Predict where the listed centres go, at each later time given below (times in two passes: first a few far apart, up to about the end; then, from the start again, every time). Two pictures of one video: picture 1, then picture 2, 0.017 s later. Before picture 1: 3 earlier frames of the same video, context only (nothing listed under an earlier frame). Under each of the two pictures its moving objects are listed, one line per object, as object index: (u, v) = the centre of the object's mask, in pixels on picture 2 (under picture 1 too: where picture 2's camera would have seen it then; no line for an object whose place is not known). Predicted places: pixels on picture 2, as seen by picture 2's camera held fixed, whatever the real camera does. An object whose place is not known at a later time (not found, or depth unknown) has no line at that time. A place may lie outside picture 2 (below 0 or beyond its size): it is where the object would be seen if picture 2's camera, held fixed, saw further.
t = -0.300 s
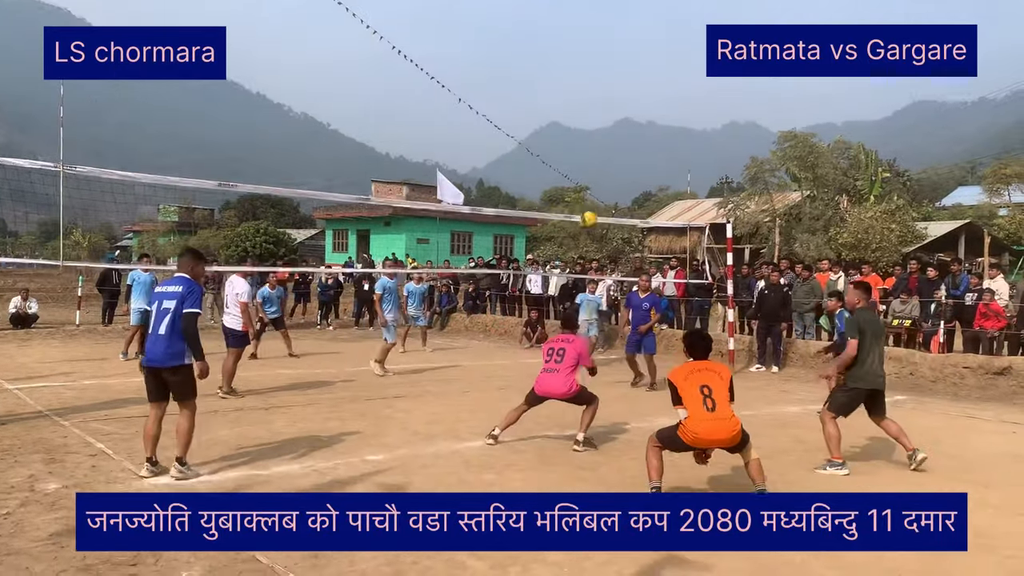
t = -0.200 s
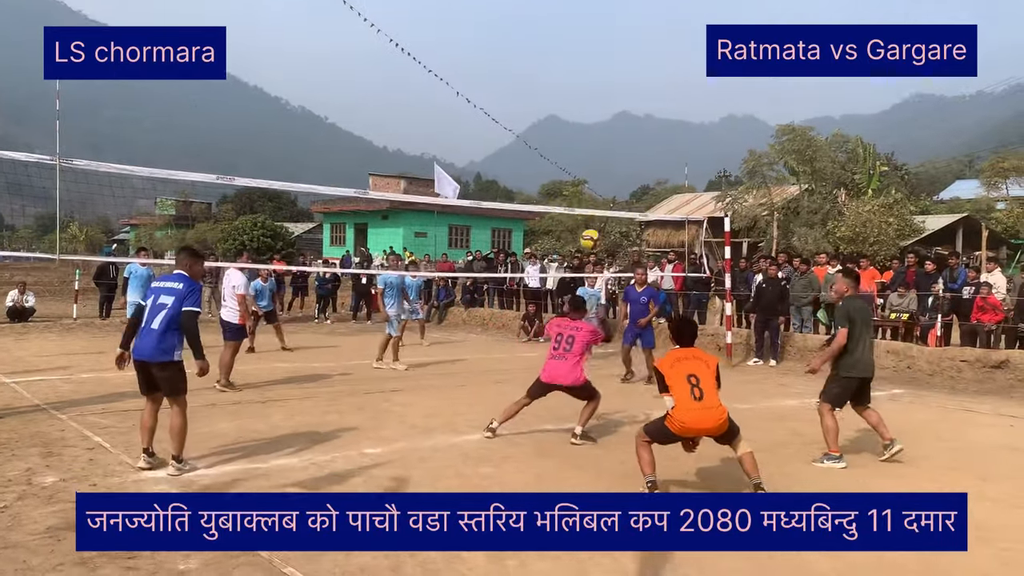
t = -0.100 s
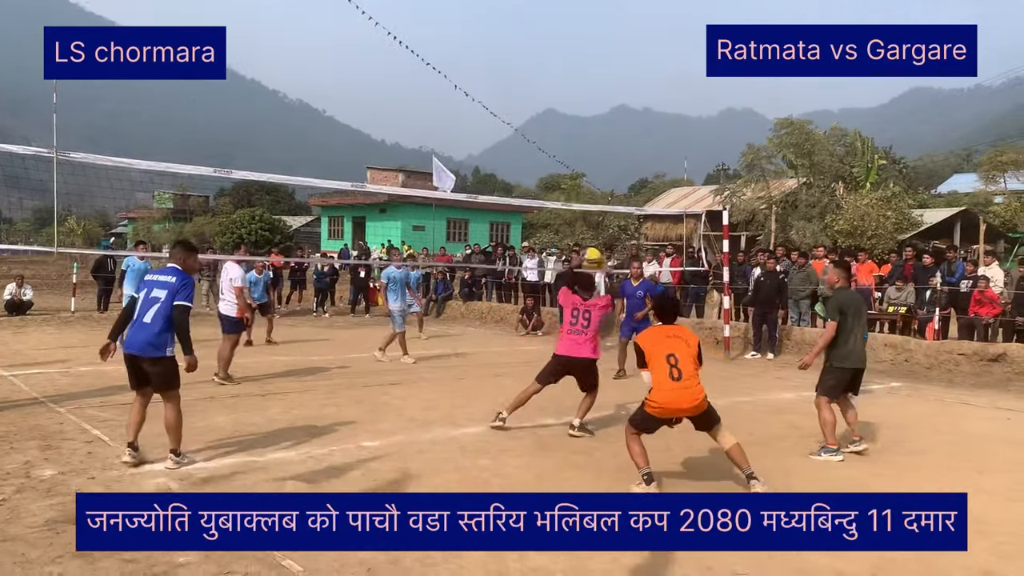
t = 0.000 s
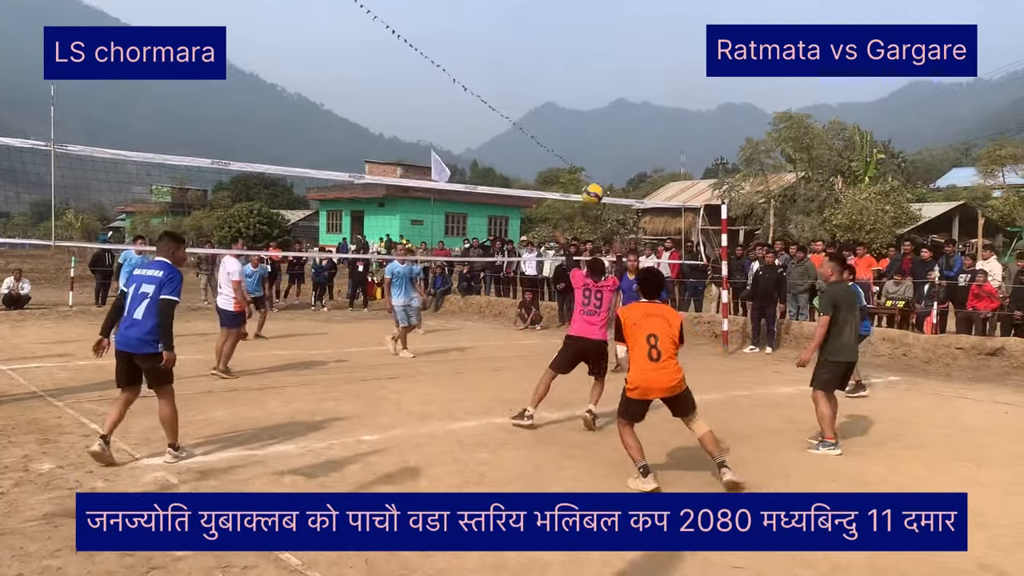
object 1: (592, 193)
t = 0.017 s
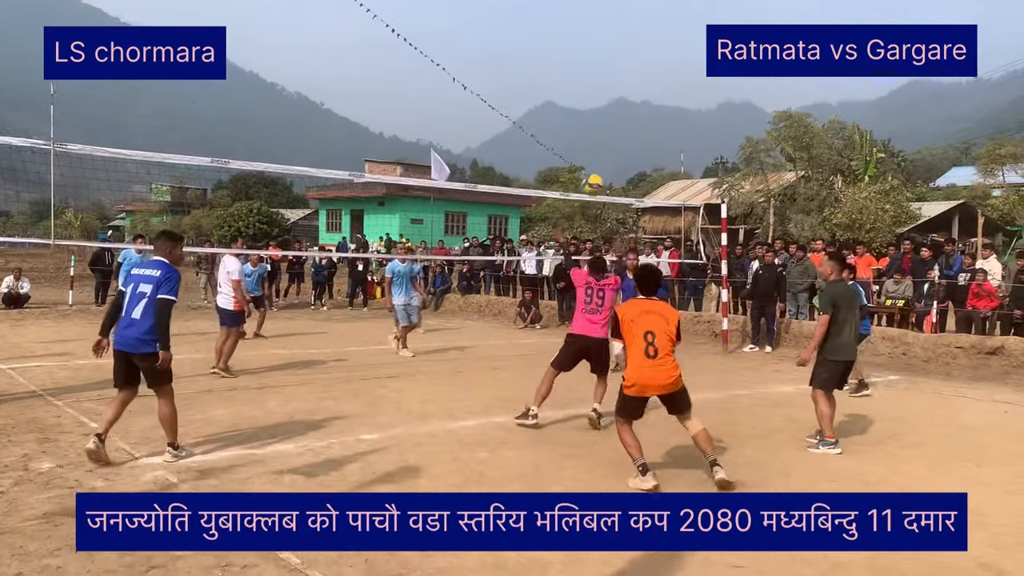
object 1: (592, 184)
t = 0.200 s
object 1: (597, 117)
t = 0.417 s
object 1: (599, 87)
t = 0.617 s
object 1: (600, 96)
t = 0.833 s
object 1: (600, 140)
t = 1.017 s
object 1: (601, 196)
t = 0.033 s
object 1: (593, 175)
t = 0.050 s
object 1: (593, 169)
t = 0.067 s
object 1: (594, 162)
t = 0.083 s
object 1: (594, 155)
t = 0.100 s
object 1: (595, 149)
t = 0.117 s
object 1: (595, 143)
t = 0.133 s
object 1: (595, 137)
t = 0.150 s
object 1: (596, 132)
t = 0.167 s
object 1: (596, 126)
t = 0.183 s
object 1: (596, 122)
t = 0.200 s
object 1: (597, 117)
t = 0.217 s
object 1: (597, 113)
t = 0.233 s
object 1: (597, 109)
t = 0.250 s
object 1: (598, 106)
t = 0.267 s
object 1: (598, 103)
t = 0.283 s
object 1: (598, 100)
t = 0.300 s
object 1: (598, 98)
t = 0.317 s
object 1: (599, 95)
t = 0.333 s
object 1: (599, 93)
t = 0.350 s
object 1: (599, 91)
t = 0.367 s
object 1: (599, 90)
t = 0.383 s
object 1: (599, 89)
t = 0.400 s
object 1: (599, 87)
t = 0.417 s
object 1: (599, 87)
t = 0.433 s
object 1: (600, 87)
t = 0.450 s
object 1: (600, 87)
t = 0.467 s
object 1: (600, 86)
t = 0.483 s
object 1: (600, 86)
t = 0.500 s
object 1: (600, 87)
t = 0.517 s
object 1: (600, 87)
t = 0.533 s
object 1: (600, 88)
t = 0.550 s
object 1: (600, 89)
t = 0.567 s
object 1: (601, 91)
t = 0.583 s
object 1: (601, 92)
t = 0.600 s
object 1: (601, 94)
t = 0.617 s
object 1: (600, 96)
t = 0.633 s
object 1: (601, 98)
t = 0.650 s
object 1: (601, 101)
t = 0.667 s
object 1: (601, 104)
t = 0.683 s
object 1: (601, 106)
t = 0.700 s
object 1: (601, 109)
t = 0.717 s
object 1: (601, 112)
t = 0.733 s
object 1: (601, 116)
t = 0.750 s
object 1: (601, 119)
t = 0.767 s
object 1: (601, 123)
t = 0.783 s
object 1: (601, 127)
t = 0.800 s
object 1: (601, 131)
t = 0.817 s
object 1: (601, 135)
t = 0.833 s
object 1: (600, 140)
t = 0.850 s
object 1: (601, 145)
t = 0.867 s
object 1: (601, 149)
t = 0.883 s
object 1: (601, 154)
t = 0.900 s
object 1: (601, 159)
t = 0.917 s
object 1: (601, 164)
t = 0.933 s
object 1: (600, 169)
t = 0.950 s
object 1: (601, 174)
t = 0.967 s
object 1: (600, 179)
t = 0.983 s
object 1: (599, 185)
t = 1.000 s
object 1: (599, 191)
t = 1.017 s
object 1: (601, 196)
